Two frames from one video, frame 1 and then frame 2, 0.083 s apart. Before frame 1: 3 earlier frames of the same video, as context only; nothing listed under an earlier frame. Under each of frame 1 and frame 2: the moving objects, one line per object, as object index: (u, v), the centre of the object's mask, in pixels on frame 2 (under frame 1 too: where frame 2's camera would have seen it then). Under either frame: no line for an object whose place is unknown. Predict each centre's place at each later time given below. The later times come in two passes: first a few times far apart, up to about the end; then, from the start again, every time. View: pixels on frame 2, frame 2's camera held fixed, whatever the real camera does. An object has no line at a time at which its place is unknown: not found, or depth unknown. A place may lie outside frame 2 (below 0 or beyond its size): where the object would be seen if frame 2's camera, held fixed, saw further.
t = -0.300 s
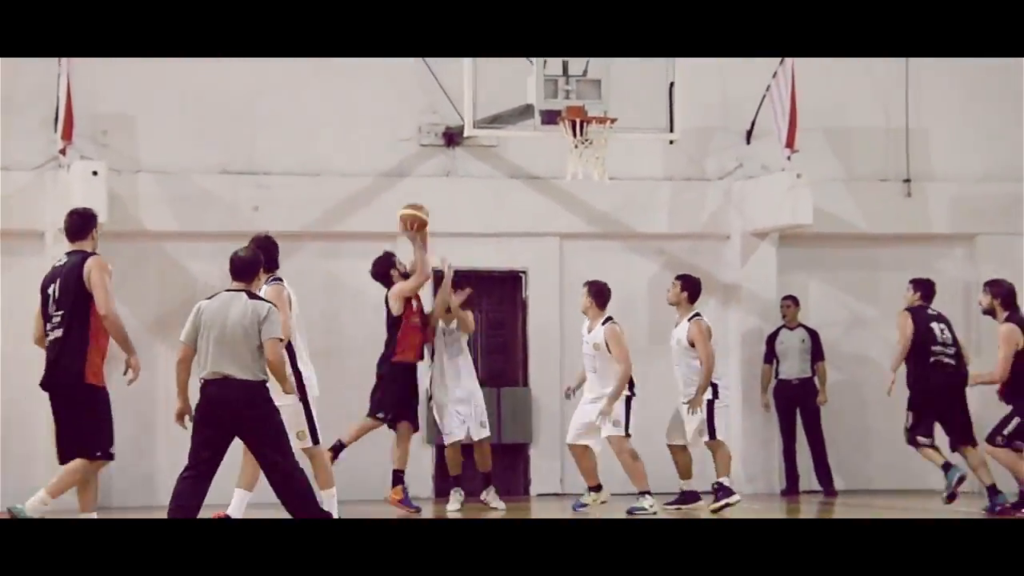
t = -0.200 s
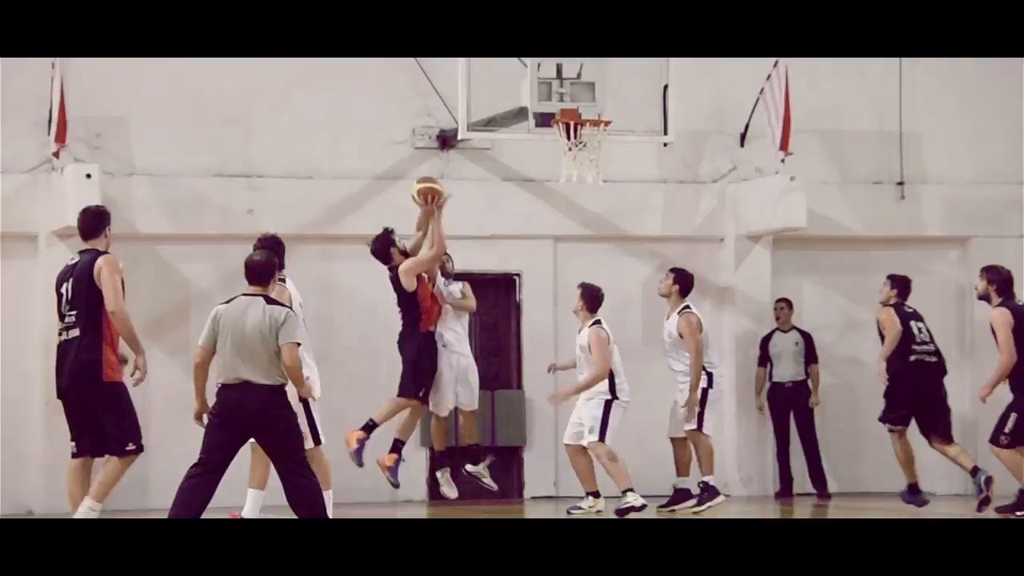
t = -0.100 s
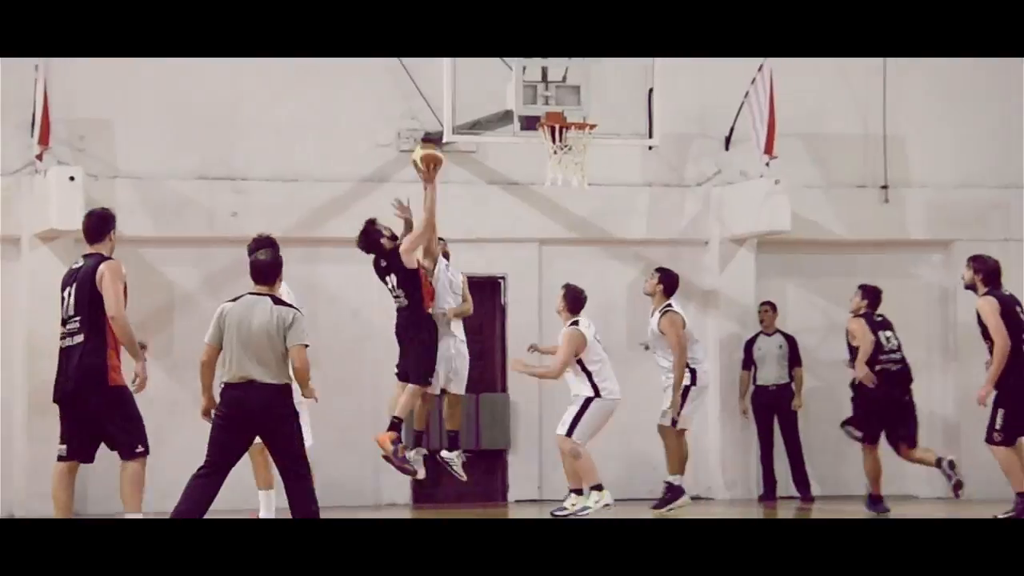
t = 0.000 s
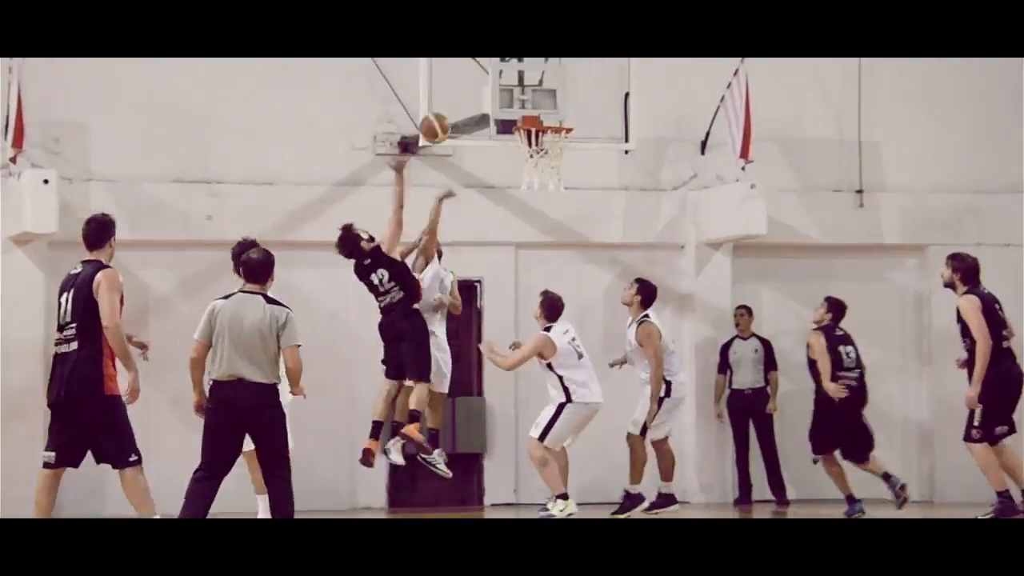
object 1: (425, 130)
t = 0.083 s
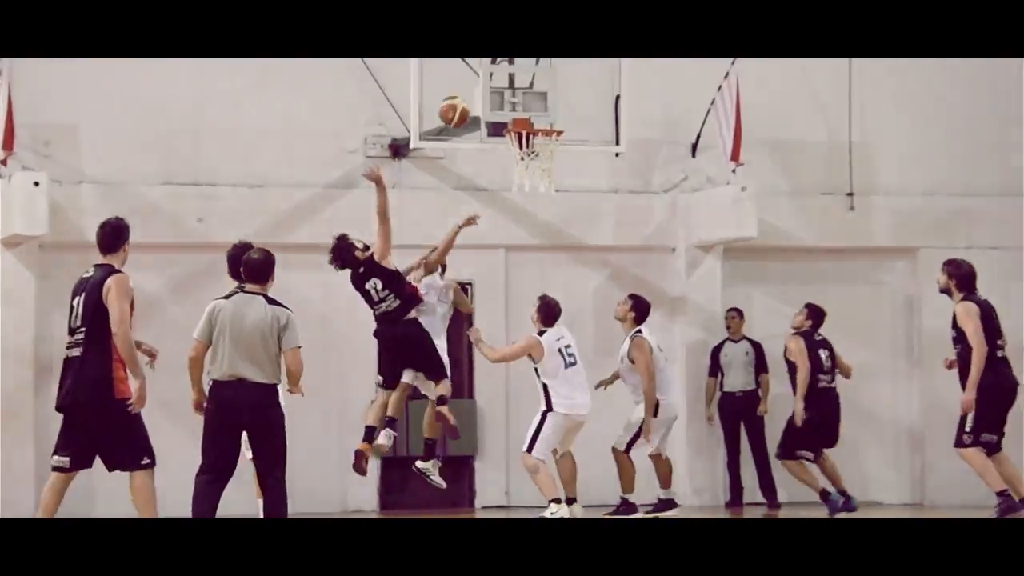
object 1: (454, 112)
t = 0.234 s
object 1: (506, 98)
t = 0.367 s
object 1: (553, 110)
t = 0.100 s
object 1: (460, 108)
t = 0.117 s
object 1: (465, 105)
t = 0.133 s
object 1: (471, 103)
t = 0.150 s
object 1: (477, 101)
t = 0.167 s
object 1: (483, 100)
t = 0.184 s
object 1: (489, 99)
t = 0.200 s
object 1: (494, 98)
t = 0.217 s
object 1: (501, 98)
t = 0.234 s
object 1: (506, 98)
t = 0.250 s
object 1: (512, 98)
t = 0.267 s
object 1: (517, 99)
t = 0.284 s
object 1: (524, 100)
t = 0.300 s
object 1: (530, 101)
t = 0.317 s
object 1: (536, 103)
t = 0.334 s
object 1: (542, 105)
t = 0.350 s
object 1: (548, 108)
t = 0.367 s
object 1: (553, 110)
